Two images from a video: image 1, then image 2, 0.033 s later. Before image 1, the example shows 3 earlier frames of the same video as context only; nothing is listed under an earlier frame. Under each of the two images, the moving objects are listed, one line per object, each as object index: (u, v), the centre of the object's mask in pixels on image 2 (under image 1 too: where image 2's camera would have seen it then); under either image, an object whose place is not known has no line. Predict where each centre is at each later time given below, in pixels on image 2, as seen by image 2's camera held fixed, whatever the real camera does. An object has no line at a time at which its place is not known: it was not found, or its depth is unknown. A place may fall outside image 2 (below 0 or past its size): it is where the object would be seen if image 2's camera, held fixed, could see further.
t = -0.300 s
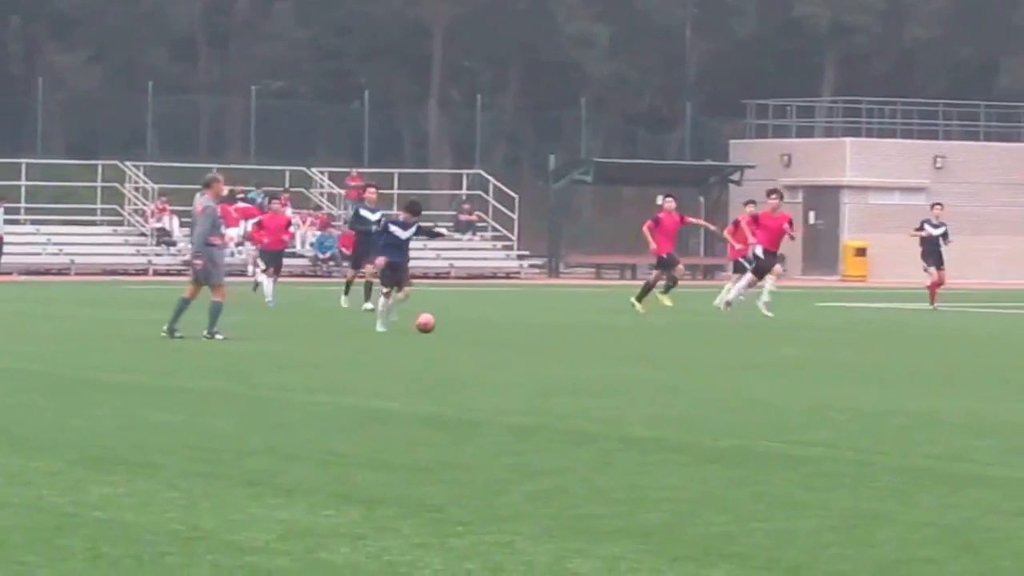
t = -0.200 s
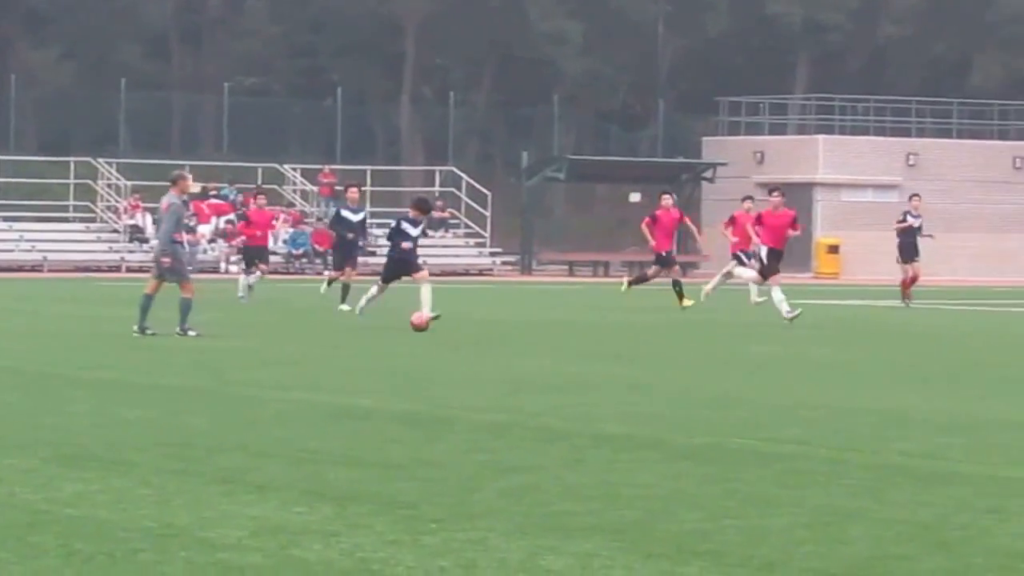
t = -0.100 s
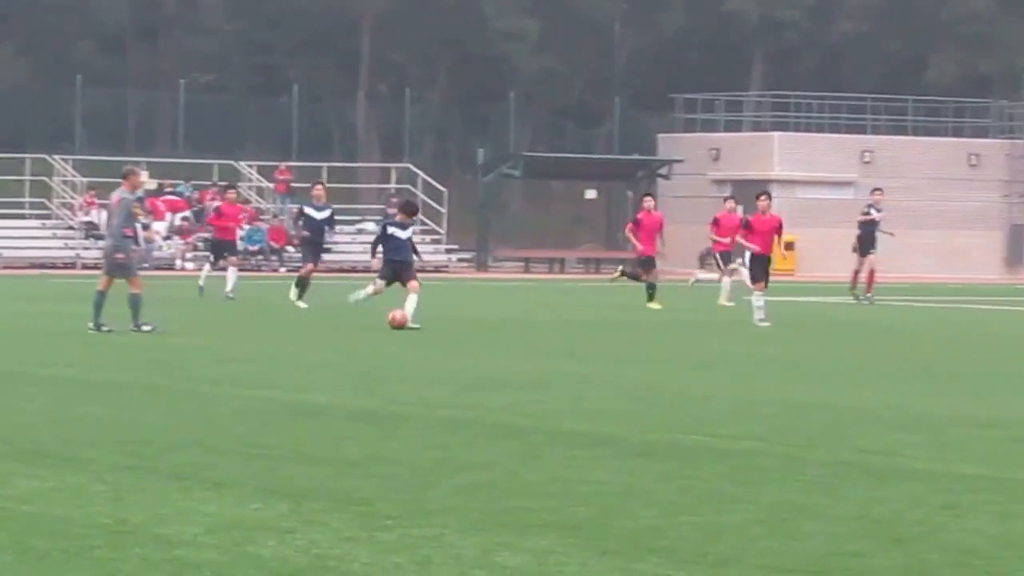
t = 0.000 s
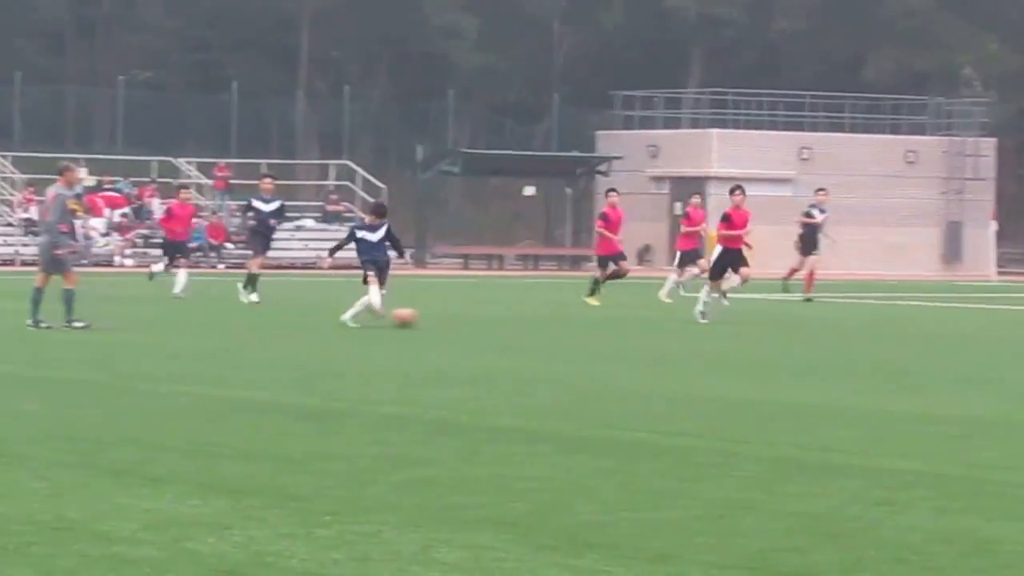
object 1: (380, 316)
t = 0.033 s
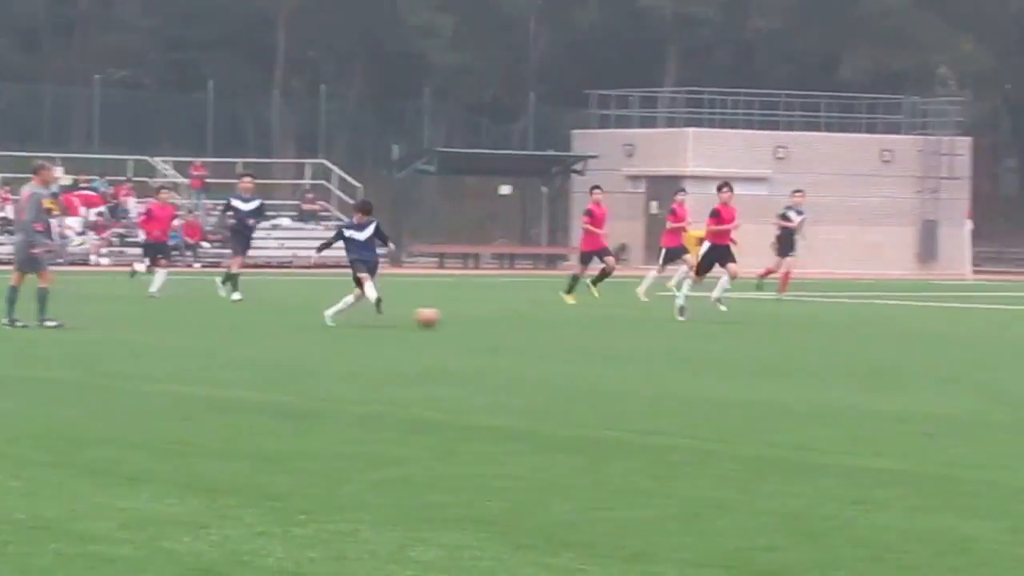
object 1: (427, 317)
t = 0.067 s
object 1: (475, 320)
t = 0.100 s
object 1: (525, 323)
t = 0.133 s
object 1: (571, 323)
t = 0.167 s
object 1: (619, 324)
